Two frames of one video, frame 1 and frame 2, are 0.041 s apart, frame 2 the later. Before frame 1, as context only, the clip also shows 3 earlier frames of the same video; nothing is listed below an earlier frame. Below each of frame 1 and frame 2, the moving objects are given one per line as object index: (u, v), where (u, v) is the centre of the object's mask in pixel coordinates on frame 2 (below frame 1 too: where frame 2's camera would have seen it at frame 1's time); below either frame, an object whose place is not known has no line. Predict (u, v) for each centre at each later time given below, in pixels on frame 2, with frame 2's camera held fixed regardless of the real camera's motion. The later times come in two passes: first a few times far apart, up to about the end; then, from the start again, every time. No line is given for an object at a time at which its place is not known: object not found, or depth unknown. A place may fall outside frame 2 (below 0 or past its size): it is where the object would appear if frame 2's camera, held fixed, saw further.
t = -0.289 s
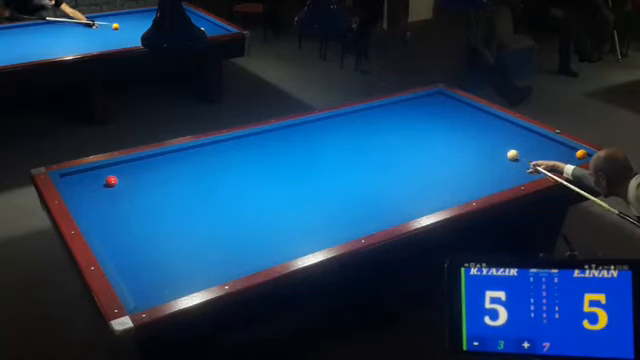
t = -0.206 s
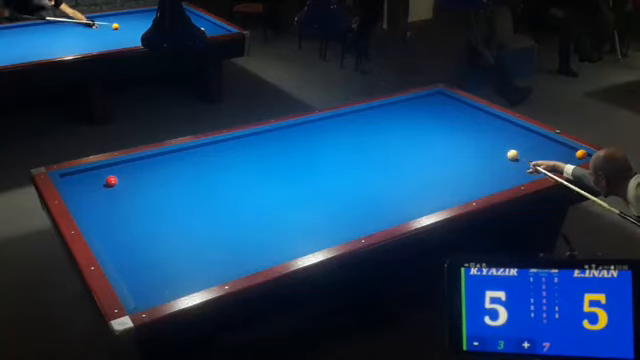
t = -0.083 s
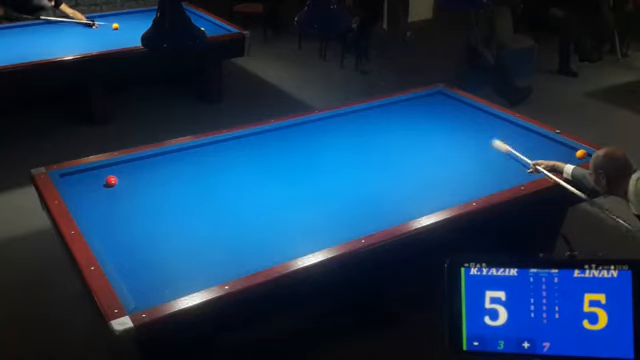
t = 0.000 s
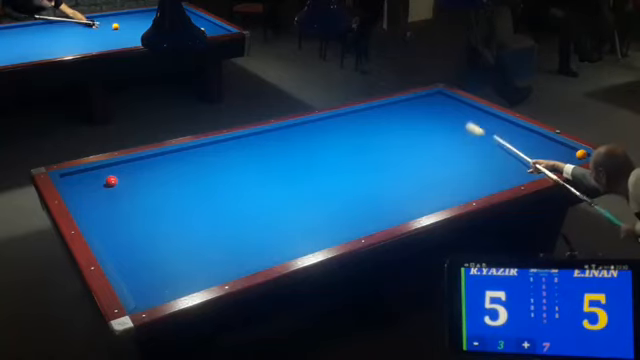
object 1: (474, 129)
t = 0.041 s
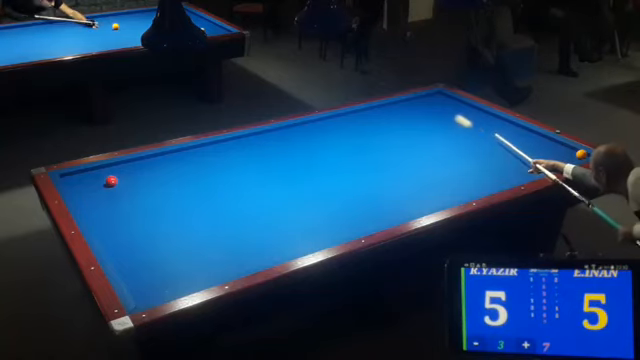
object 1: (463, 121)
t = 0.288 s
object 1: (451, 105)
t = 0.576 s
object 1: (547, 138)
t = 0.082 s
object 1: (451, 114)
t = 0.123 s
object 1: (441, 107)
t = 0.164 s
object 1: (431, 101)
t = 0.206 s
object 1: (427, 97)
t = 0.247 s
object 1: (438, 100)
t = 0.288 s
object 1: (451, 105)
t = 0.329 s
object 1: (465, 109)
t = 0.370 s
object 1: (479, 114)
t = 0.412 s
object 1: (493, 119)
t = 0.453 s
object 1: (507, 123)
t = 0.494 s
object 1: (522, 128)
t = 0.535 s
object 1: (536, 133)
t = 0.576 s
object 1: (547, 138)
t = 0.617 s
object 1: (557, 144)
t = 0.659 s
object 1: (567, 150)
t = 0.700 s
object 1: (570, 154)
